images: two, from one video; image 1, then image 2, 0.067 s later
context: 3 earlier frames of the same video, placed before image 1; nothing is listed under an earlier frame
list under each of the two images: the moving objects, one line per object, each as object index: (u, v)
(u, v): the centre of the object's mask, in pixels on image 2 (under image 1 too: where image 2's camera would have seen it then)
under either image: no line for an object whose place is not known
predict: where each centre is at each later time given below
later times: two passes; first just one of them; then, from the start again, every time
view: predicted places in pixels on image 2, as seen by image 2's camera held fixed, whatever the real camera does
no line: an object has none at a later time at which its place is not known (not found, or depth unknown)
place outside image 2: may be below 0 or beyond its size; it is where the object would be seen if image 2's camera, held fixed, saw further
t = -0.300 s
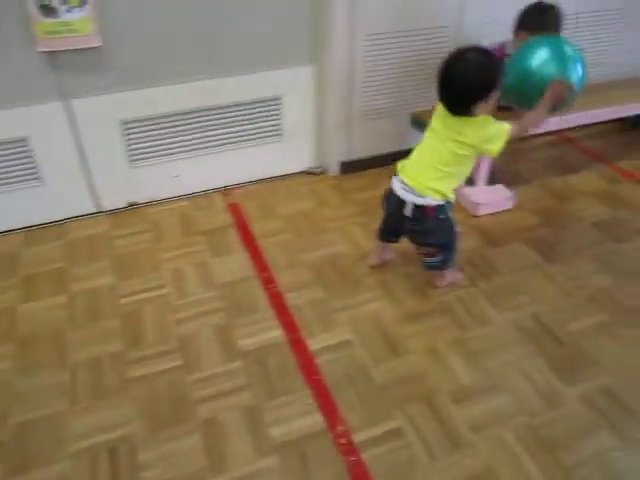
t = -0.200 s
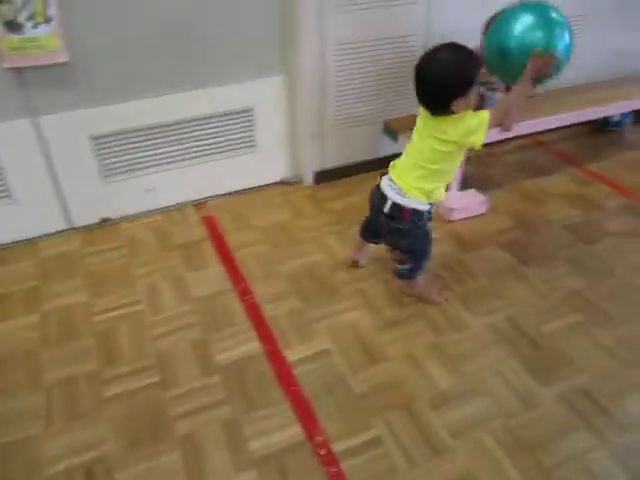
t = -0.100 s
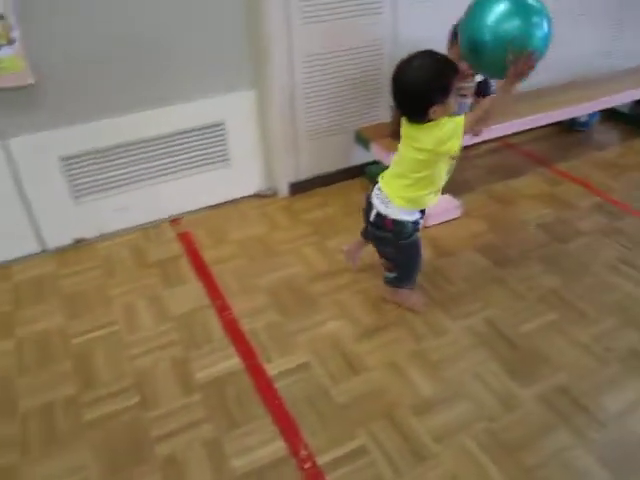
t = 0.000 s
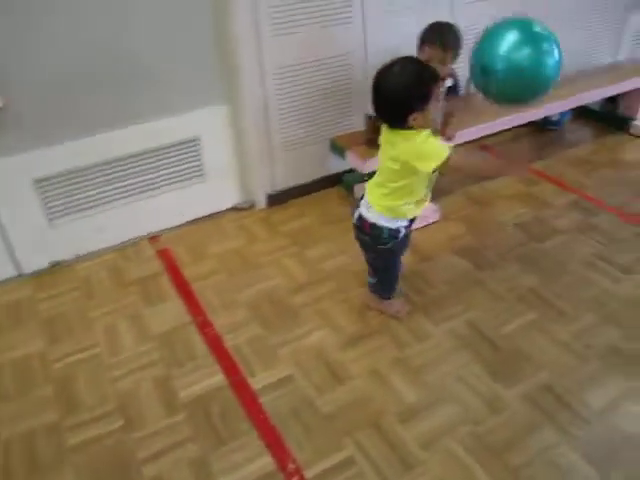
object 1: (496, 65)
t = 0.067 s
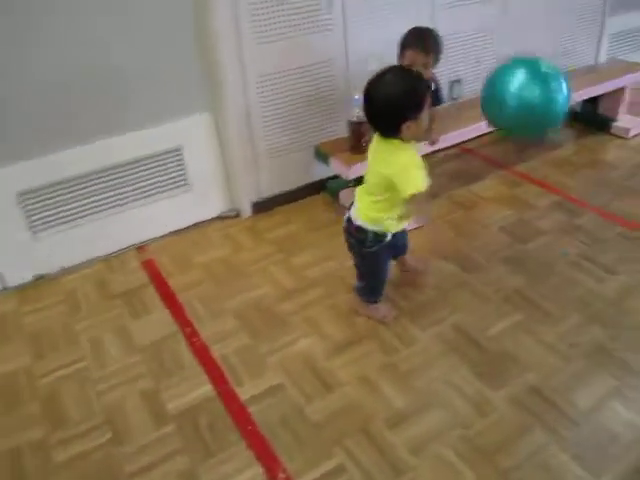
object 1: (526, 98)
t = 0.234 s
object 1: (579, 221)
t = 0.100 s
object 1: (539, 118)
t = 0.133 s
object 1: (551, 141)
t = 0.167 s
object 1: (563, 165)
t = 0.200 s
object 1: (572, 192)
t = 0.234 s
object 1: (579, 221)
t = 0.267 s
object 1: (585, 252)
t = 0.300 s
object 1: (588, 281)
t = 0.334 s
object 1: (601, 261)
